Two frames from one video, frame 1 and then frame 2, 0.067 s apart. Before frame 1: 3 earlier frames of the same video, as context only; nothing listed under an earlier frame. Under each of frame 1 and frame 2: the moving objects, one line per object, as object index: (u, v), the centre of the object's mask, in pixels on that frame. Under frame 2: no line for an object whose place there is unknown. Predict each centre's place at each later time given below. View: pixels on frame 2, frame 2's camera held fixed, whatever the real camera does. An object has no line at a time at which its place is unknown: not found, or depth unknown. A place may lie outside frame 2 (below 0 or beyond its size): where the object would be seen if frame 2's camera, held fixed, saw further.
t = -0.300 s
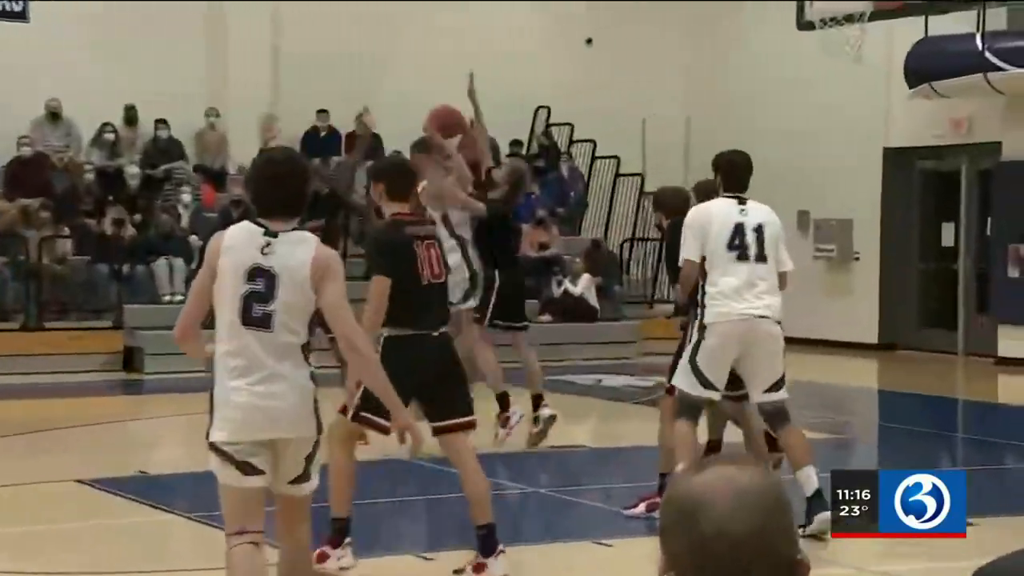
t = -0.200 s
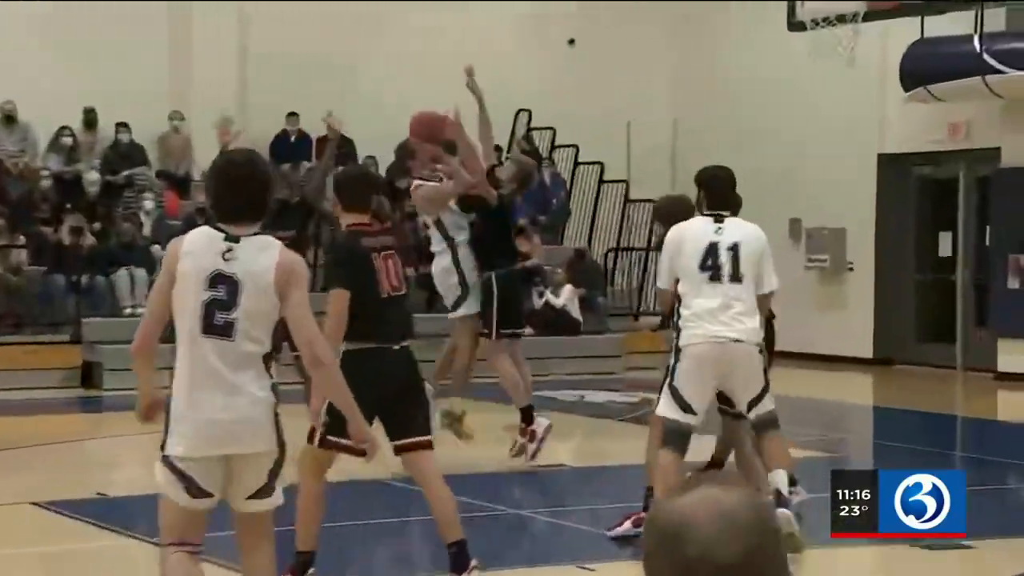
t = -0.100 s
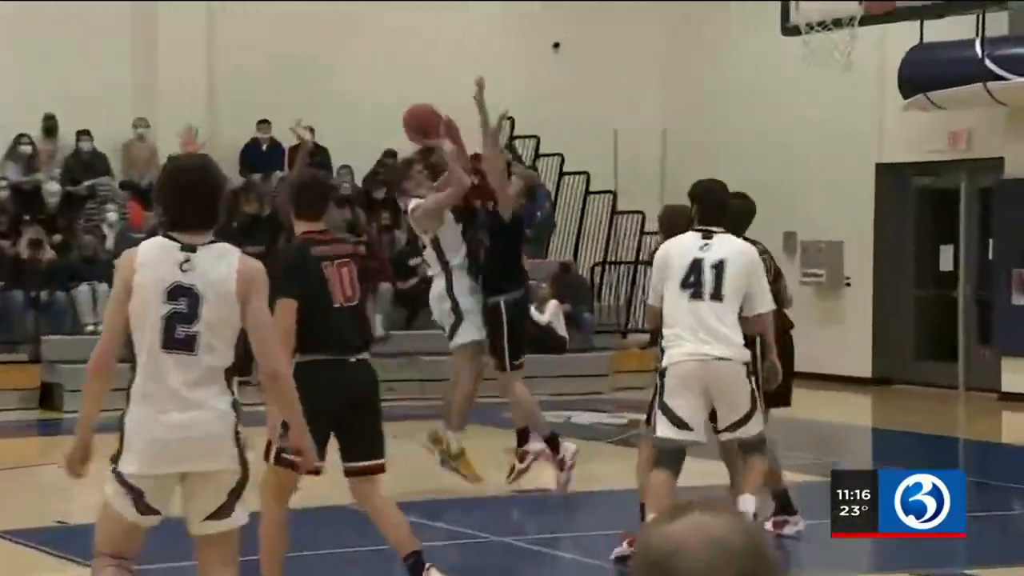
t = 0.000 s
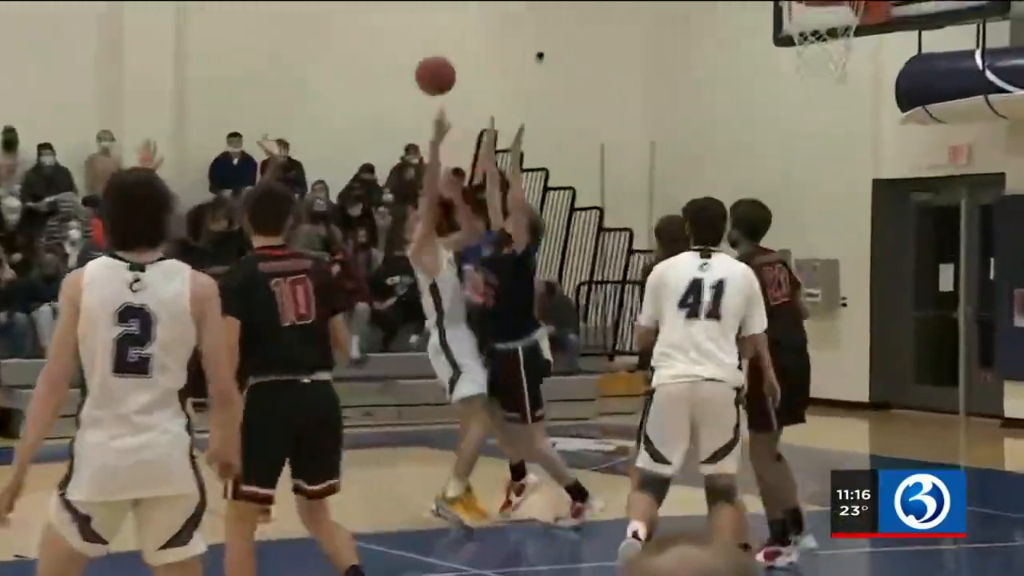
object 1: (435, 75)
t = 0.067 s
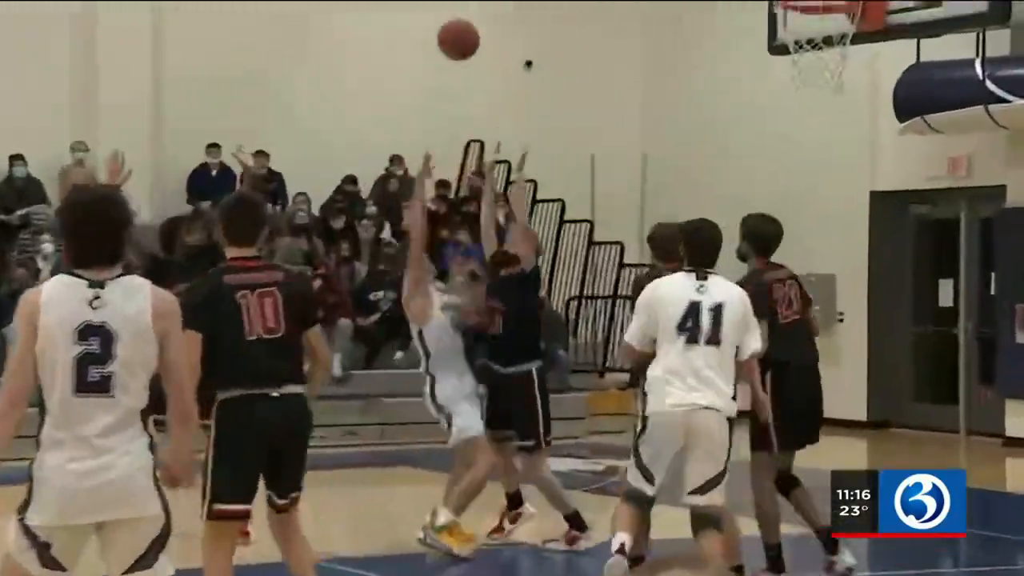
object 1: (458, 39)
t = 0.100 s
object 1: (479, 20)
